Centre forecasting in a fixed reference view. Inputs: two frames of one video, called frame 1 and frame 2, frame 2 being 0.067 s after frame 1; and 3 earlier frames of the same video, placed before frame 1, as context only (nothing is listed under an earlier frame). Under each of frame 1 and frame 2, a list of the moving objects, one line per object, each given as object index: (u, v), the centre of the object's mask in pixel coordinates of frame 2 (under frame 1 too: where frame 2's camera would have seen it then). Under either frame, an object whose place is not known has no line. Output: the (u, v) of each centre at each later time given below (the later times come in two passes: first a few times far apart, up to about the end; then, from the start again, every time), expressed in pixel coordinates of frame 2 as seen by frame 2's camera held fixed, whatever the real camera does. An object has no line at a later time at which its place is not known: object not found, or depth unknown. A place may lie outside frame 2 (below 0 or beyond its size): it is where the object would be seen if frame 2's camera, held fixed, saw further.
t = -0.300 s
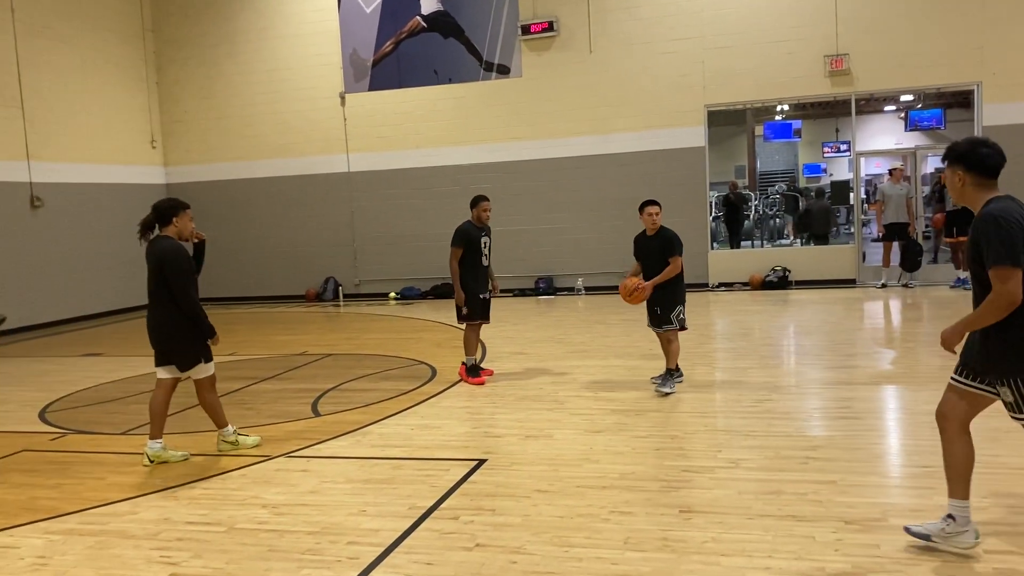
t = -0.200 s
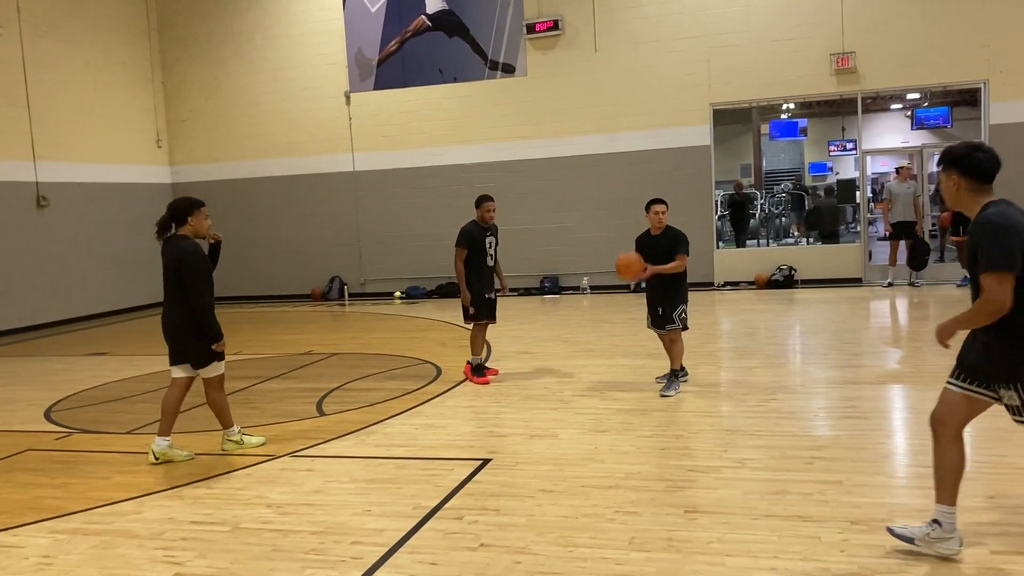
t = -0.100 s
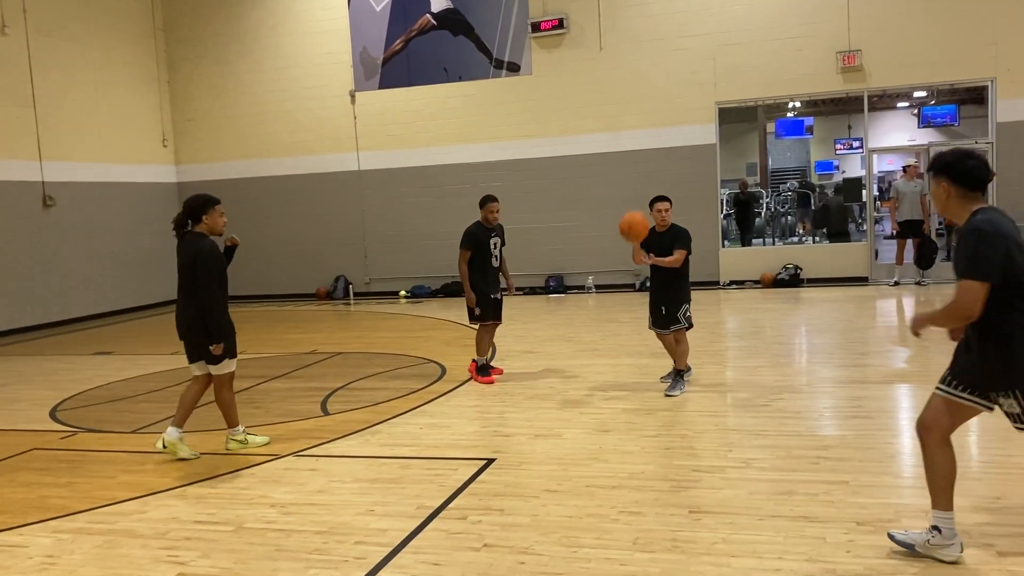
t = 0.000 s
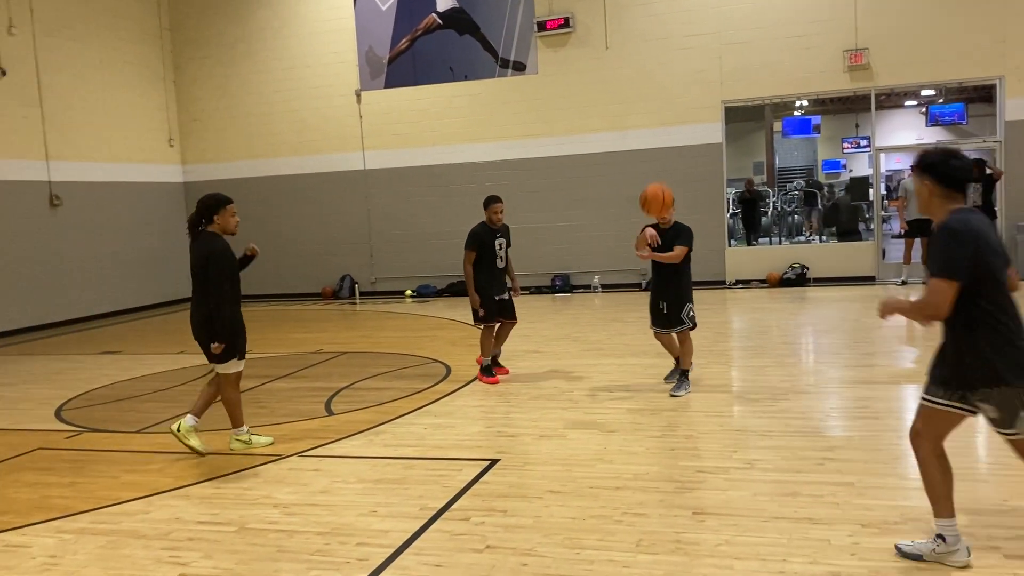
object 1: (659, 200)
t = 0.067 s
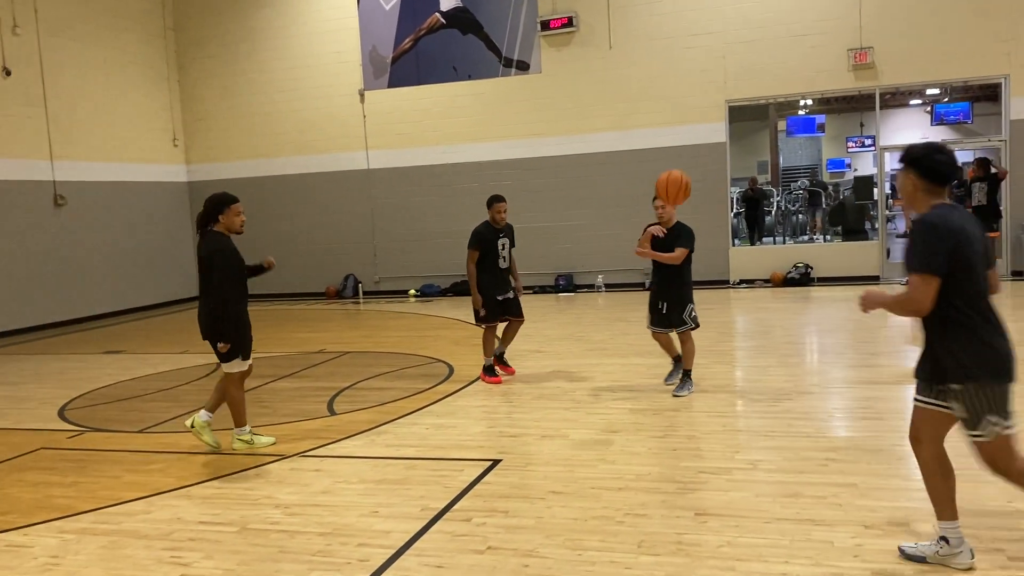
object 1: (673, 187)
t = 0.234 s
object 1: (715, 182)
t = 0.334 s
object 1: (751, 204)
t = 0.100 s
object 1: (681, 183)
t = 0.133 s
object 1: (689, 180)
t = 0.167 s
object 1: (697, 179)
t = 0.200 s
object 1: (706, 180)
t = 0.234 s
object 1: (715, 182)
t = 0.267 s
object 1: (726, 186)
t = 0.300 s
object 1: (738, 194)
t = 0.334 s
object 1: (751, 204)
